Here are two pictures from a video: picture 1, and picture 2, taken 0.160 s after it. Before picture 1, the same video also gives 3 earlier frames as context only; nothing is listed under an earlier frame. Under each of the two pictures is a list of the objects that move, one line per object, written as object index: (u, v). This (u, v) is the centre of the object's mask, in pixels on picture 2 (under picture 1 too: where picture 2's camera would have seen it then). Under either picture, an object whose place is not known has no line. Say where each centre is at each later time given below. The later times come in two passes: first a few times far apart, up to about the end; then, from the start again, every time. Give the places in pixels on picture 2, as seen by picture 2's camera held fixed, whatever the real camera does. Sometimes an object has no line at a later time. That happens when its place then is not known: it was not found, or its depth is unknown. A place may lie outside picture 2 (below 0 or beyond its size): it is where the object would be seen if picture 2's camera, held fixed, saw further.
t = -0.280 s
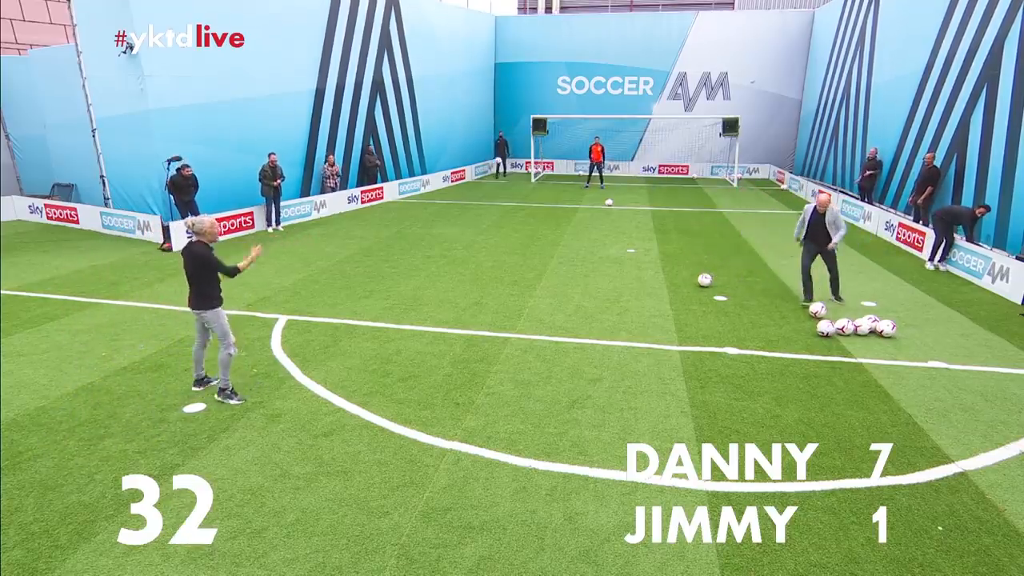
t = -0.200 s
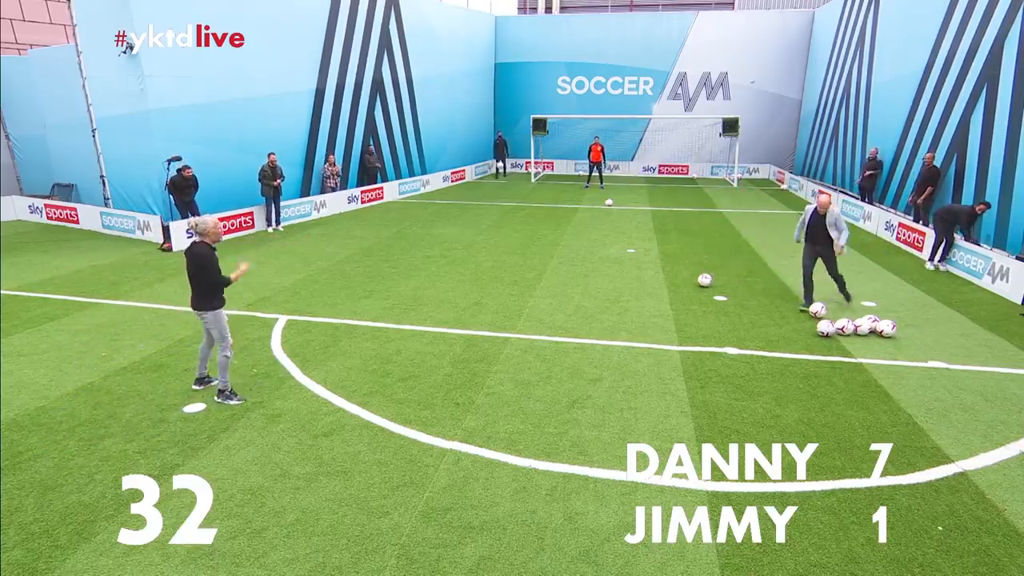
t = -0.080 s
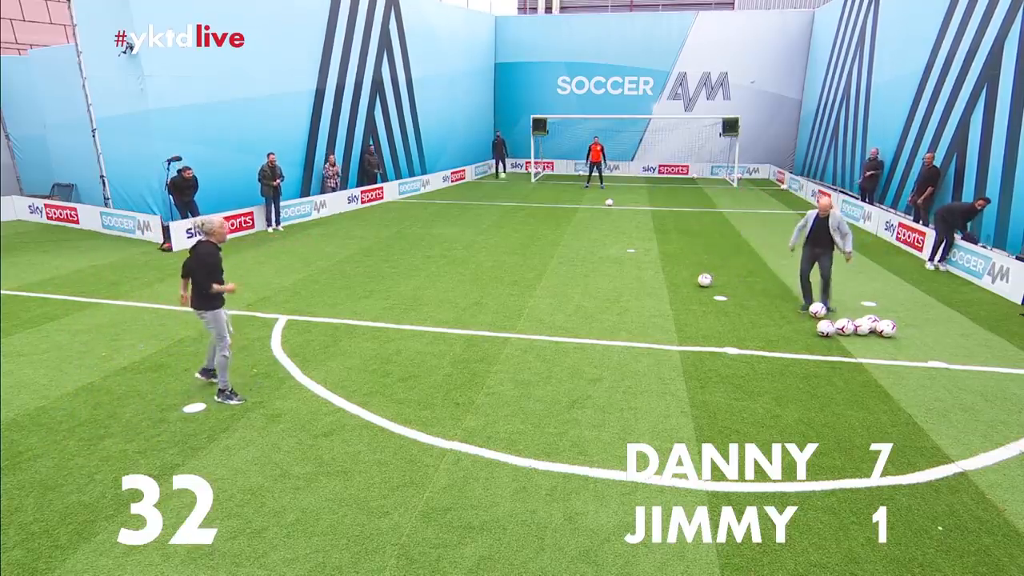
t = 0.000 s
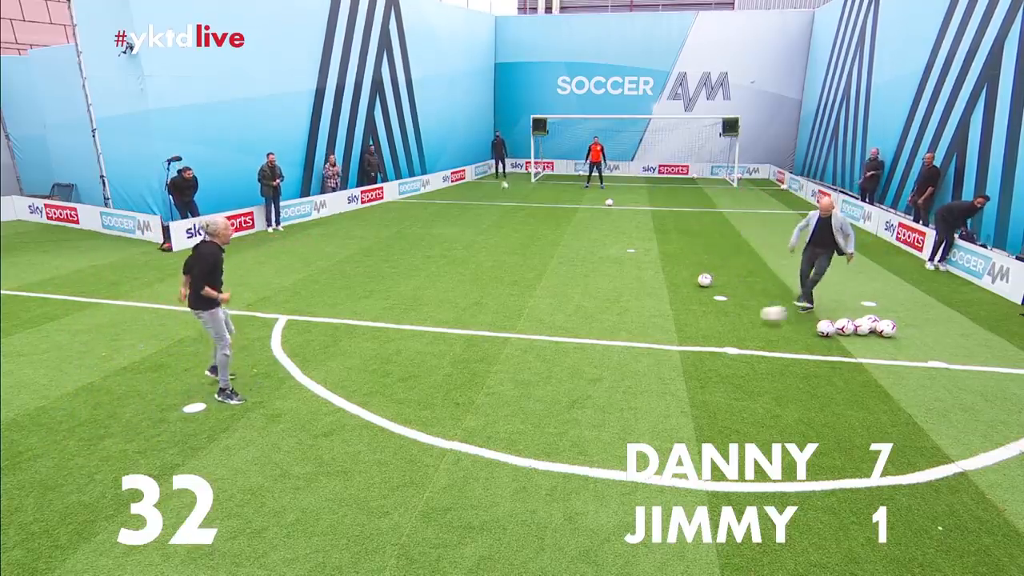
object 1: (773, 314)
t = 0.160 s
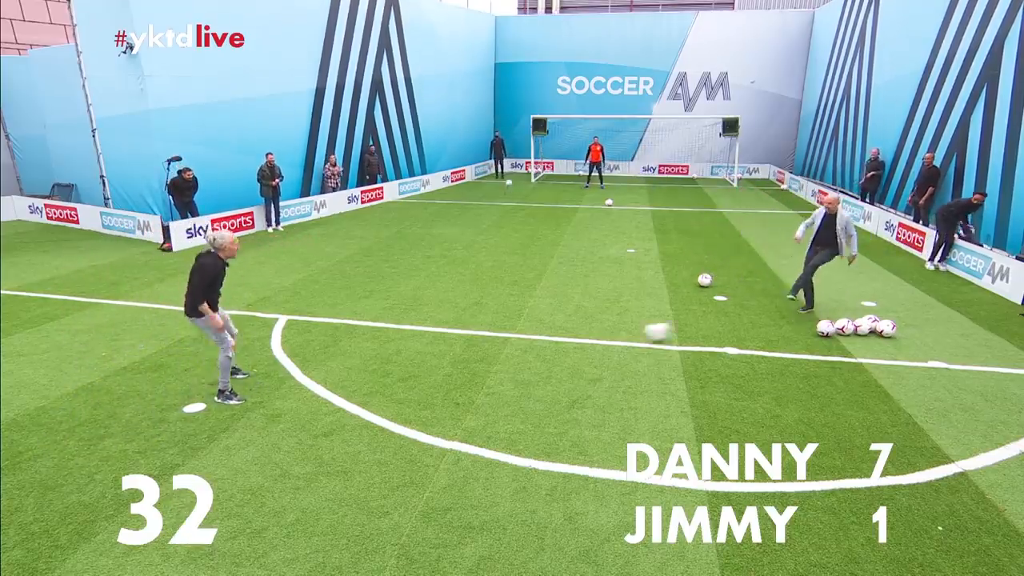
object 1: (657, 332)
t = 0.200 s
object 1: (627, 335)
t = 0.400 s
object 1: (468, 352)
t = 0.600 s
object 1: (303, 368)
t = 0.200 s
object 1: (627, 335)
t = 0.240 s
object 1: (596, 338)
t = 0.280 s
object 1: (564, 344)
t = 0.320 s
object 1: (531, 348)
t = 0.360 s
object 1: (499, 351)
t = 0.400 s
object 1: (468, 352)
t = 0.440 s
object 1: (433, 356)
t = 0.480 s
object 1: (400, 361)
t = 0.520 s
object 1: (365, 366)
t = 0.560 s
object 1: (333, 367)
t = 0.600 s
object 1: (303, 368)
